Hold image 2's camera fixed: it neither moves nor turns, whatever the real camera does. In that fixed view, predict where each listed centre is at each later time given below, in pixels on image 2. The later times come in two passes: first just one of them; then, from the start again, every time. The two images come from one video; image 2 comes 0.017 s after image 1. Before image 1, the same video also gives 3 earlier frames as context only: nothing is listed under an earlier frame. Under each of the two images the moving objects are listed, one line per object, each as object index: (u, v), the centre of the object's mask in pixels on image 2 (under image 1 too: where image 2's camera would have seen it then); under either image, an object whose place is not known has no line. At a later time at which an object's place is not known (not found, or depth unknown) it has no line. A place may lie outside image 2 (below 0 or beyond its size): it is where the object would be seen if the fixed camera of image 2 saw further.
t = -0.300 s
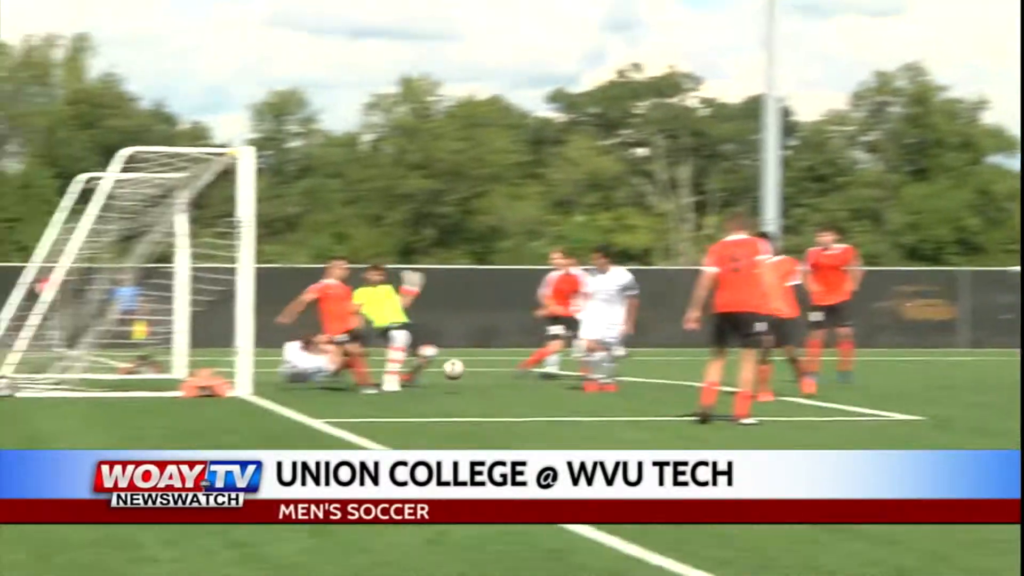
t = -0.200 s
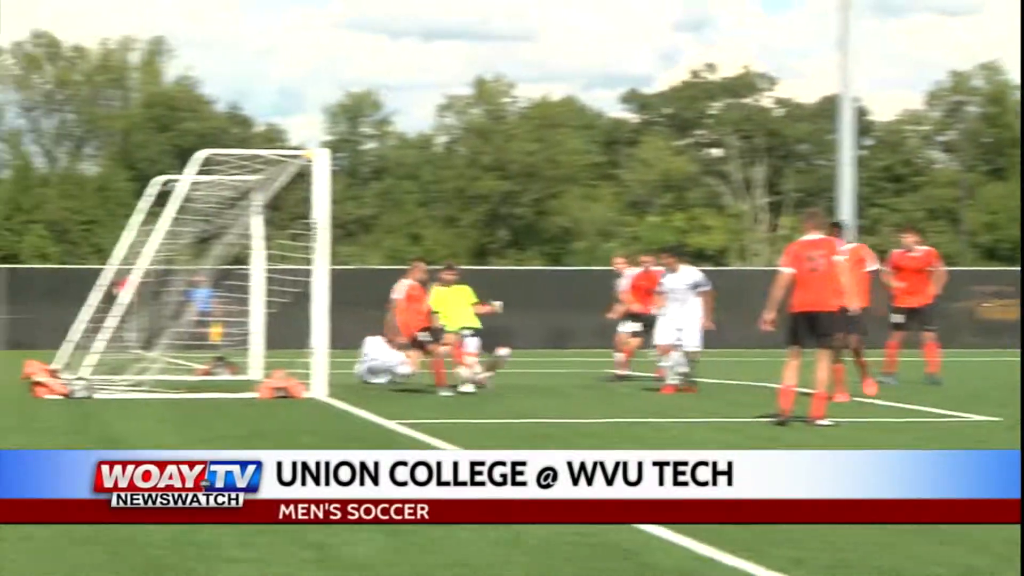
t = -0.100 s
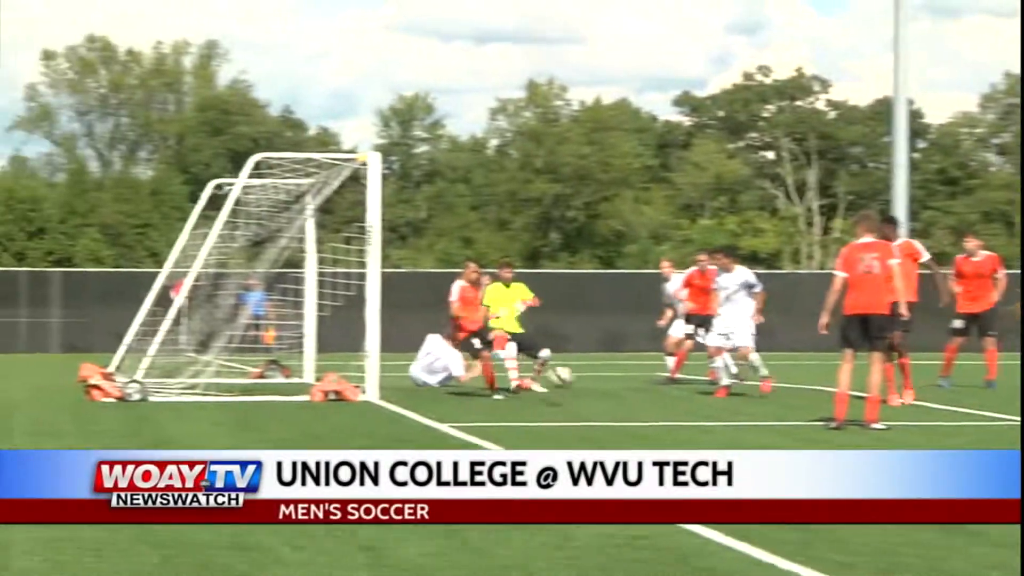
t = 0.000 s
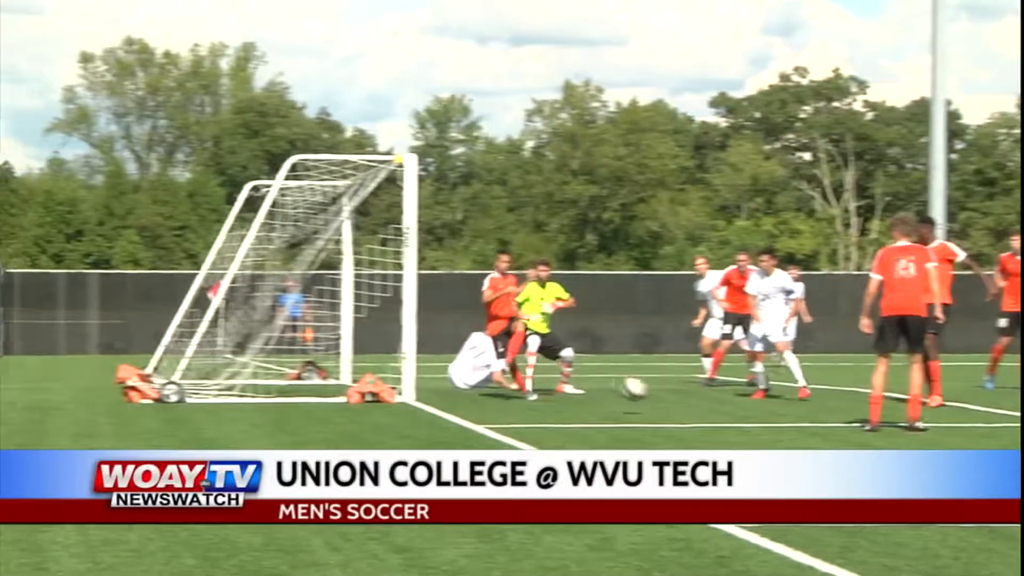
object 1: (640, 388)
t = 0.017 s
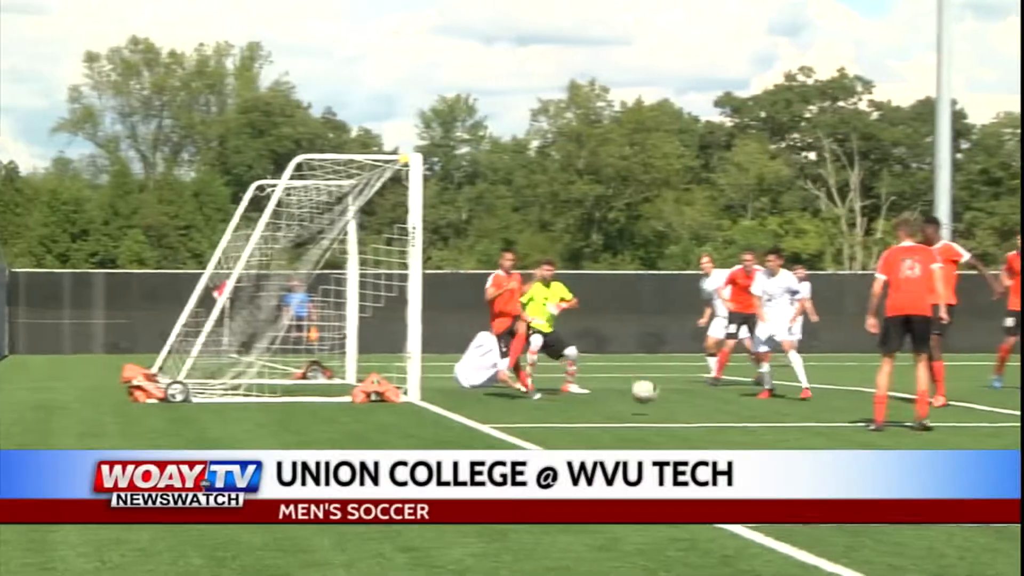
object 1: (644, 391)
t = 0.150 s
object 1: (681, 406)
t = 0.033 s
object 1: (650, 394)
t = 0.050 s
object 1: (656, 398)
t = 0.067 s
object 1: (660, 402)
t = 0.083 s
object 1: (668, 407)
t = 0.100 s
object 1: (674, 410)
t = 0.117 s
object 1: (676, 410)
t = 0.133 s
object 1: (678, 410)
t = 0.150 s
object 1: (681, 406)
